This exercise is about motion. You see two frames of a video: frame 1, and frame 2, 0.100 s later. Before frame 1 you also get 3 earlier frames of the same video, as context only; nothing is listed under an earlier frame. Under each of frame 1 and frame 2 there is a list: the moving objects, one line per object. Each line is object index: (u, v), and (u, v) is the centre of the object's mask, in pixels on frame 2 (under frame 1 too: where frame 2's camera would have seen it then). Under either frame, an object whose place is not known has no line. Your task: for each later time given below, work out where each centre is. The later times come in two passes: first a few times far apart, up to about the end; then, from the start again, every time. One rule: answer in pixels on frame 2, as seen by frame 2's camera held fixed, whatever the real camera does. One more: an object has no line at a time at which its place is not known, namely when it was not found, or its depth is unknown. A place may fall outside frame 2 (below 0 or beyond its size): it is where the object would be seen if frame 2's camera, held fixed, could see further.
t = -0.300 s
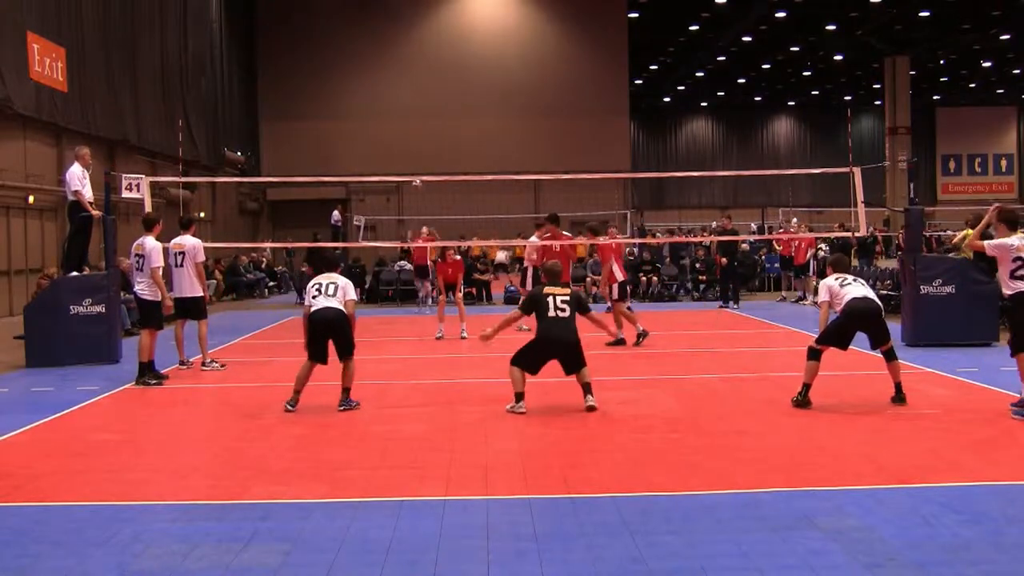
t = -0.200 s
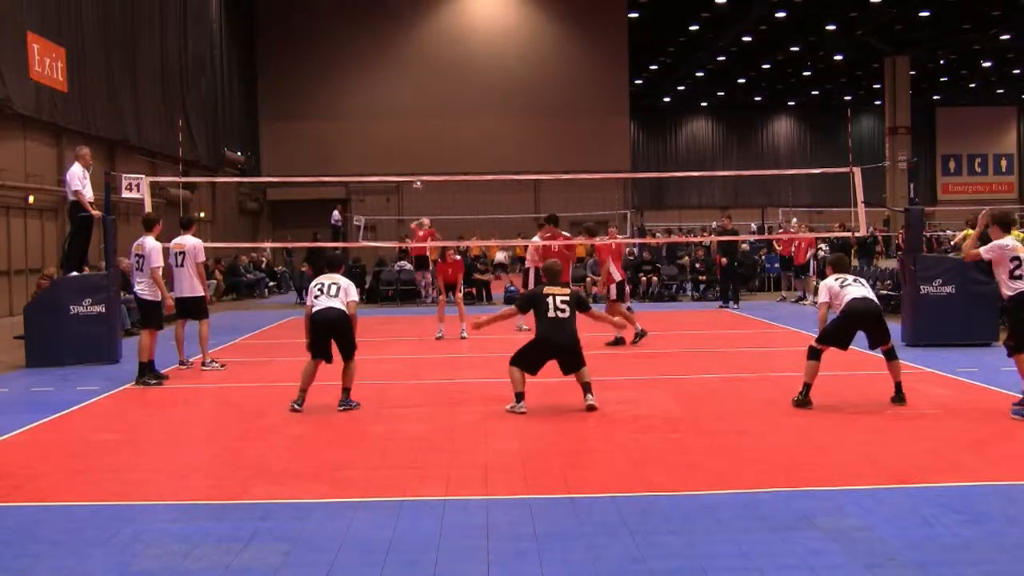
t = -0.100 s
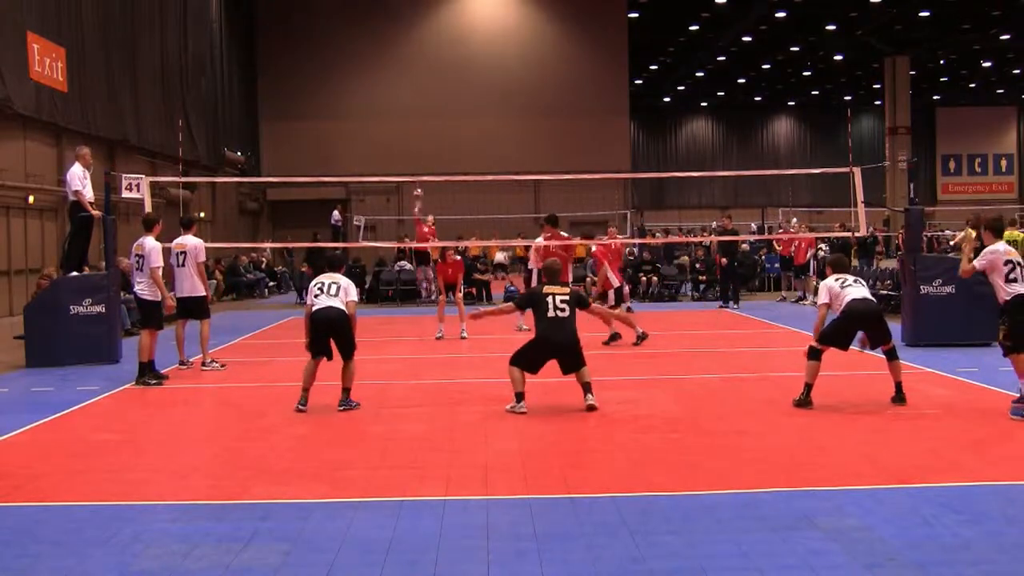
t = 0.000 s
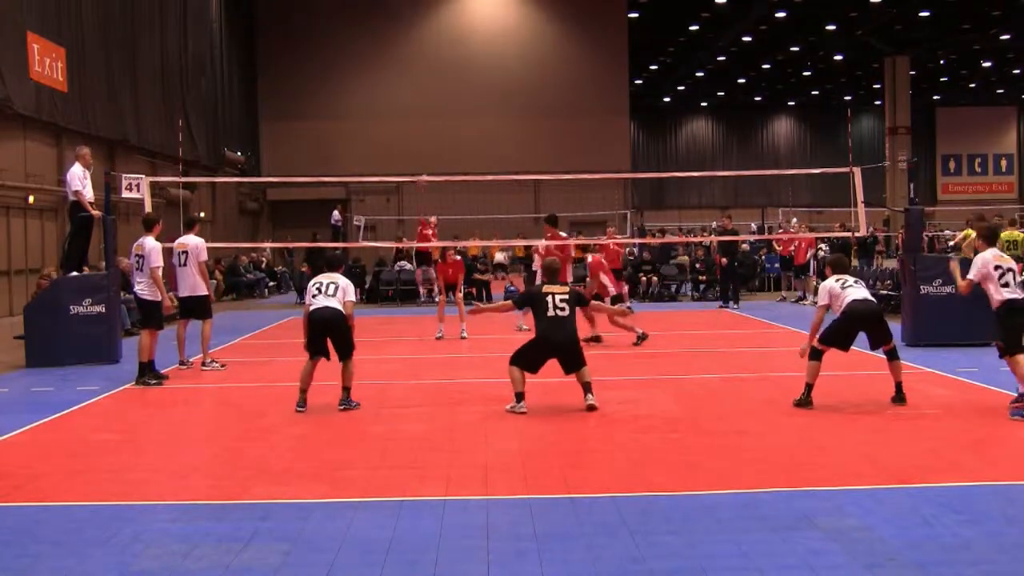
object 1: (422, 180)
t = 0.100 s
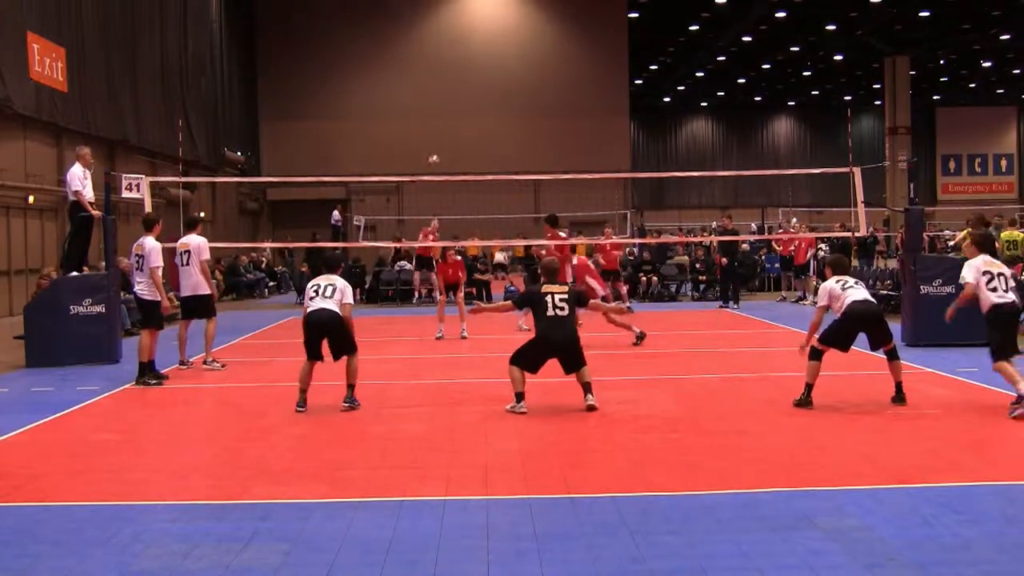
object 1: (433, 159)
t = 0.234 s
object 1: (449, 141)
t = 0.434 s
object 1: (478, 132)
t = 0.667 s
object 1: (524, 160)
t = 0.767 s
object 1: (551, 193)
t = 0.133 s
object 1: (437, 154)
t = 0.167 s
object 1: (441, 149)
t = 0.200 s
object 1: (444, 144)
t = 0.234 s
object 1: (449, 141)
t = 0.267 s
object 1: (454, 138)
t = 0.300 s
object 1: (459, 136)
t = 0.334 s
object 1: (464, 133)
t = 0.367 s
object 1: (468, 132)
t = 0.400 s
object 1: (473, 132)
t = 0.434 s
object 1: (478, 132)
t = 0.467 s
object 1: (484, 133)
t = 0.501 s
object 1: (489, 136)
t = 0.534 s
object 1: (495, 138)
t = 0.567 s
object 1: (502, 144)
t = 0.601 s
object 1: (509, 147)
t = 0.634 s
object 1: (516, 153)
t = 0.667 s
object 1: (524, 160)
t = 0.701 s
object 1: (532, 170)
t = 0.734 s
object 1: (541, 181)
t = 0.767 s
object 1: (551, 193)
